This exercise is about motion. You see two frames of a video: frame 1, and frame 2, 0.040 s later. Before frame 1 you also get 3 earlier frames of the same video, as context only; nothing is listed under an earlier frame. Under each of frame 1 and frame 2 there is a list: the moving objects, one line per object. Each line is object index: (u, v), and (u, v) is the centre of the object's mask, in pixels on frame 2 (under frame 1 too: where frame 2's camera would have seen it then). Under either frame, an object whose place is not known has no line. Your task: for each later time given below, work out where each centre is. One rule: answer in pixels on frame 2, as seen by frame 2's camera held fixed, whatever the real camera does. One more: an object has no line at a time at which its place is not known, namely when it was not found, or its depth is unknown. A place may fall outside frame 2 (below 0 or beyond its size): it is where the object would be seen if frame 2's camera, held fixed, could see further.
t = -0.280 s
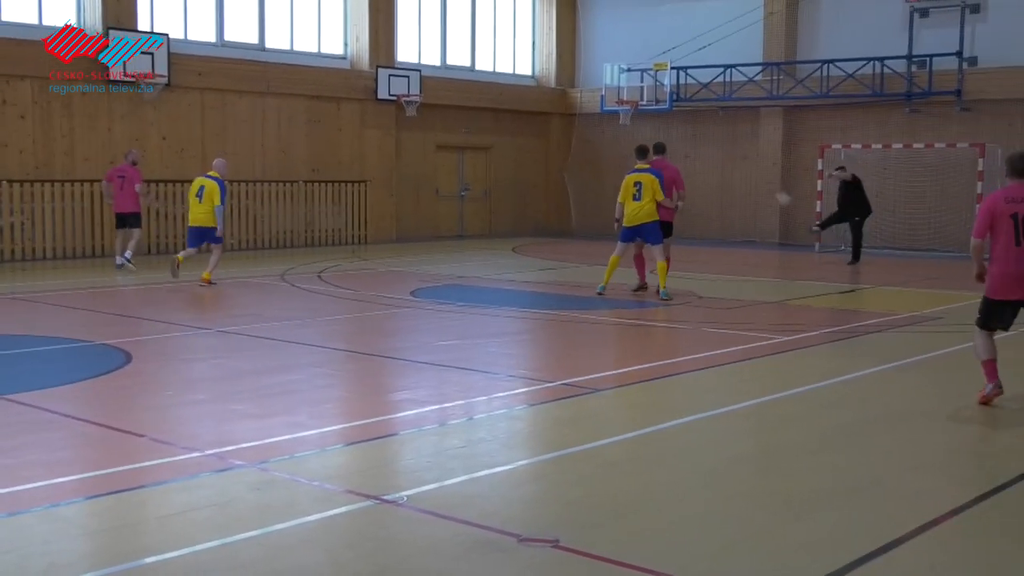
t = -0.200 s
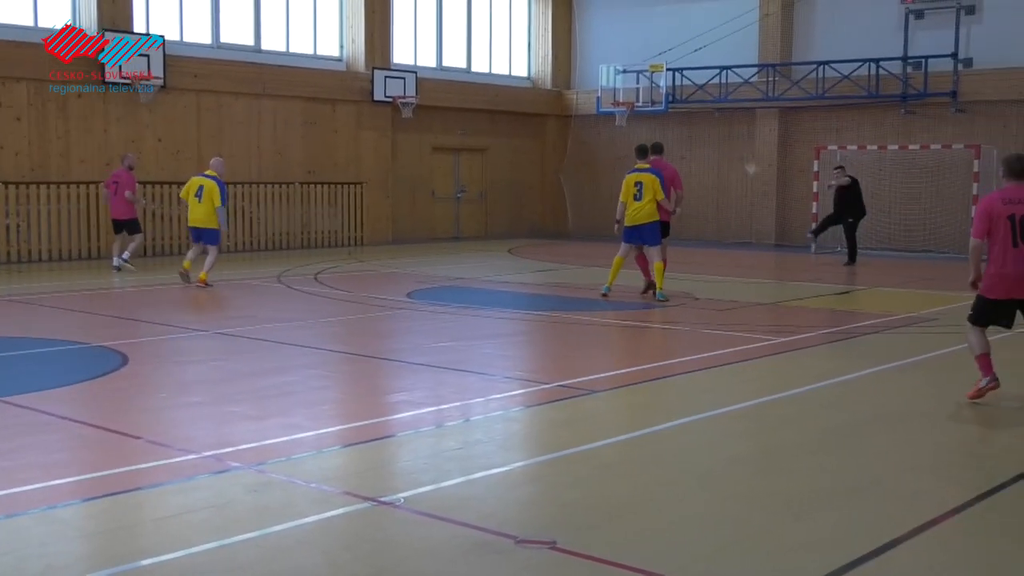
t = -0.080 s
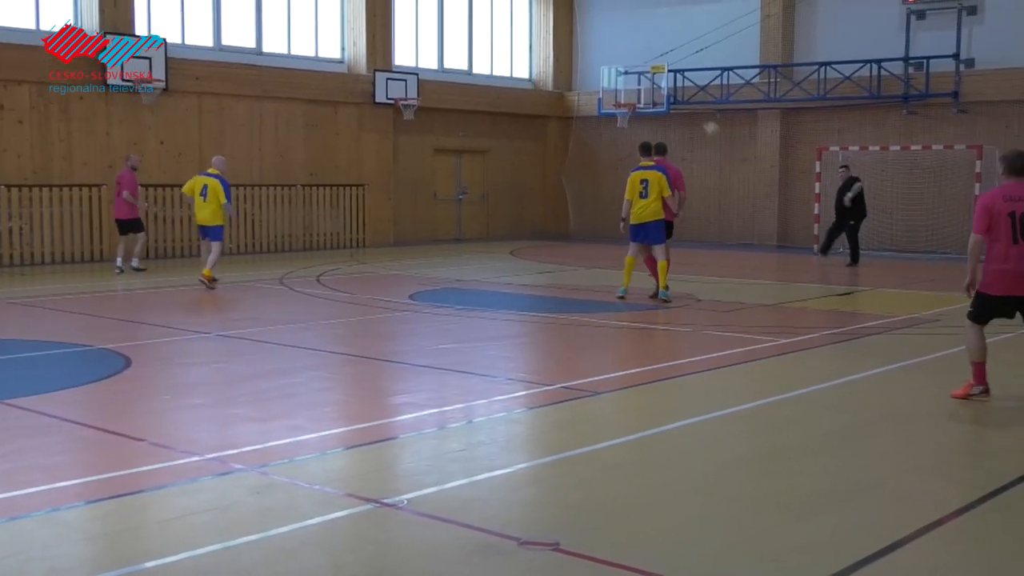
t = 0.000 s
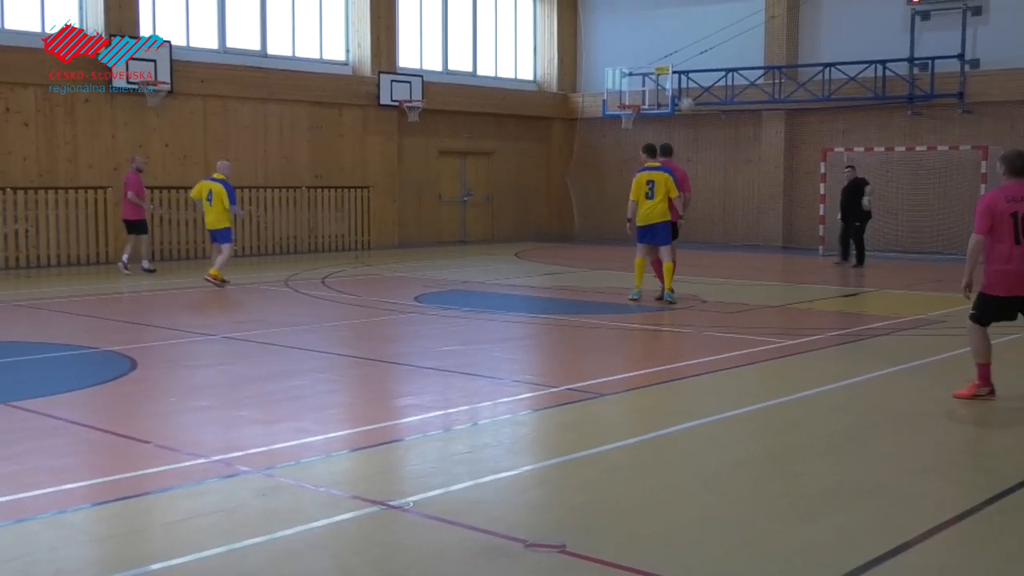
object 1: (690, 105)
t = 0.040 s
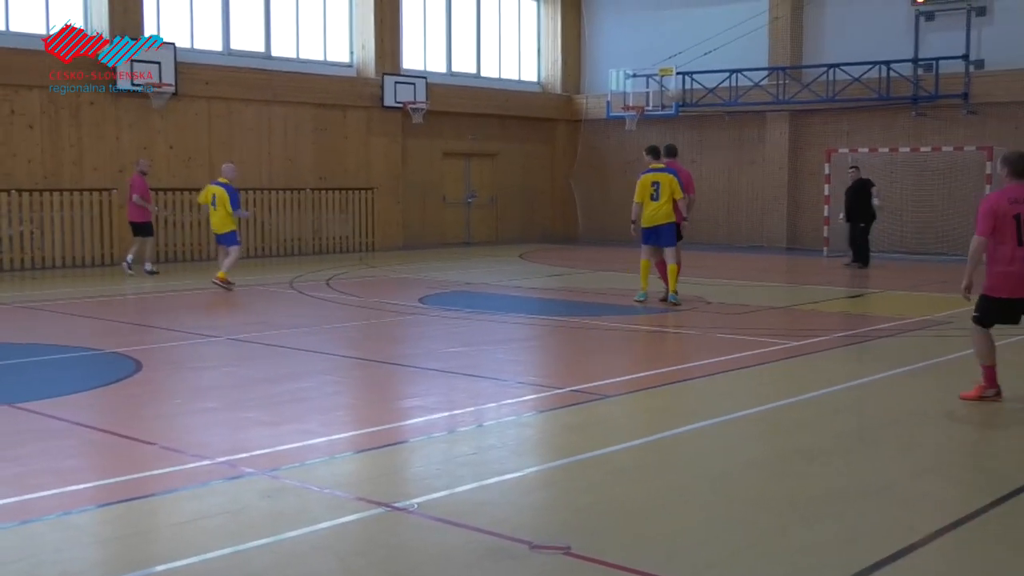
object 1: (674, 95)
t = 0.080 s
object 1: (659, 85)
